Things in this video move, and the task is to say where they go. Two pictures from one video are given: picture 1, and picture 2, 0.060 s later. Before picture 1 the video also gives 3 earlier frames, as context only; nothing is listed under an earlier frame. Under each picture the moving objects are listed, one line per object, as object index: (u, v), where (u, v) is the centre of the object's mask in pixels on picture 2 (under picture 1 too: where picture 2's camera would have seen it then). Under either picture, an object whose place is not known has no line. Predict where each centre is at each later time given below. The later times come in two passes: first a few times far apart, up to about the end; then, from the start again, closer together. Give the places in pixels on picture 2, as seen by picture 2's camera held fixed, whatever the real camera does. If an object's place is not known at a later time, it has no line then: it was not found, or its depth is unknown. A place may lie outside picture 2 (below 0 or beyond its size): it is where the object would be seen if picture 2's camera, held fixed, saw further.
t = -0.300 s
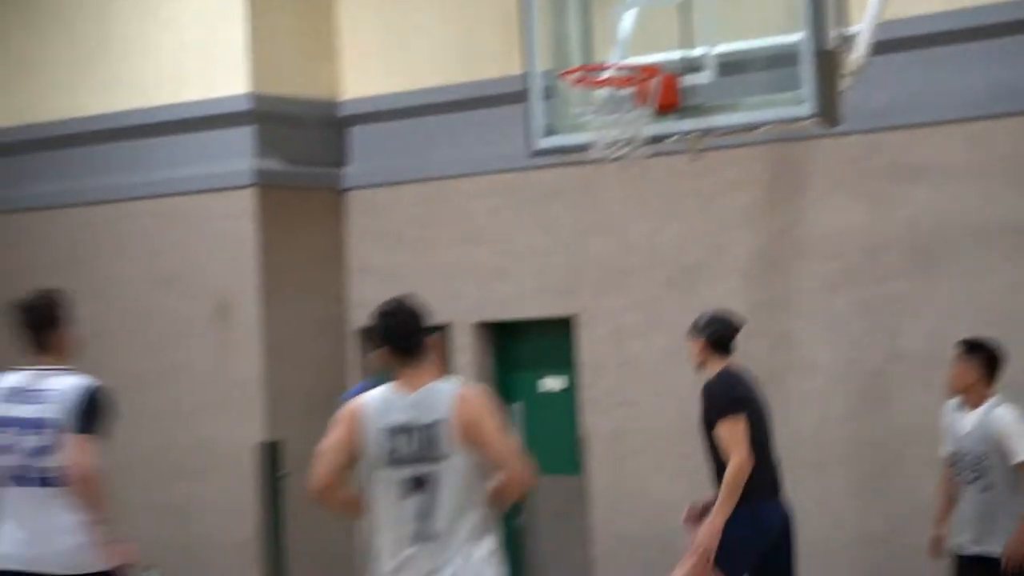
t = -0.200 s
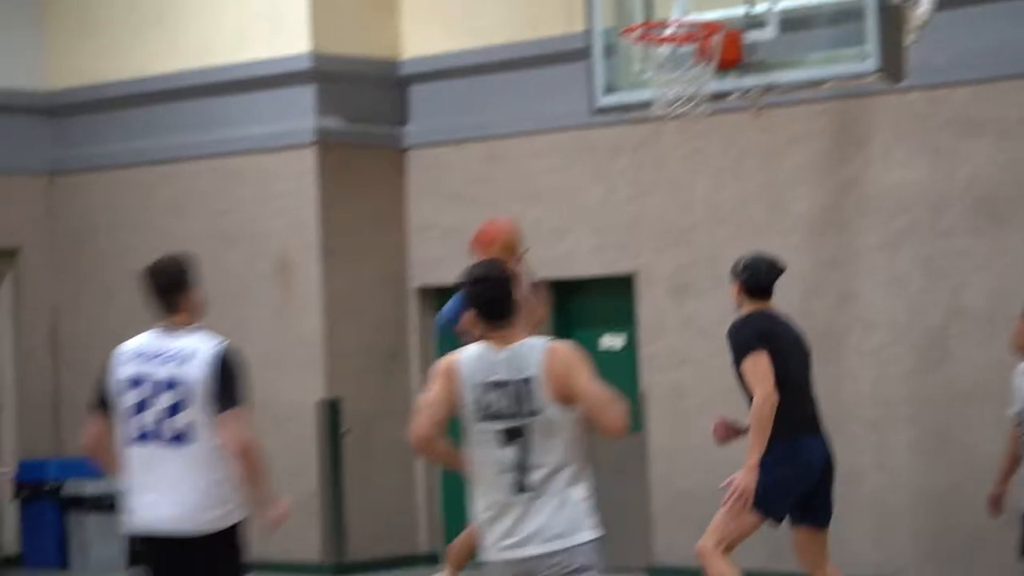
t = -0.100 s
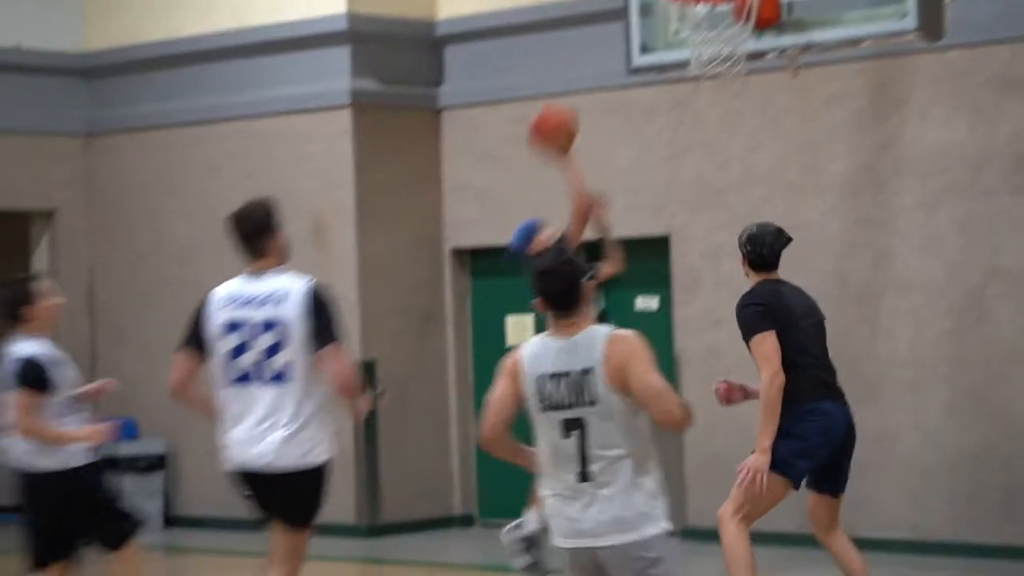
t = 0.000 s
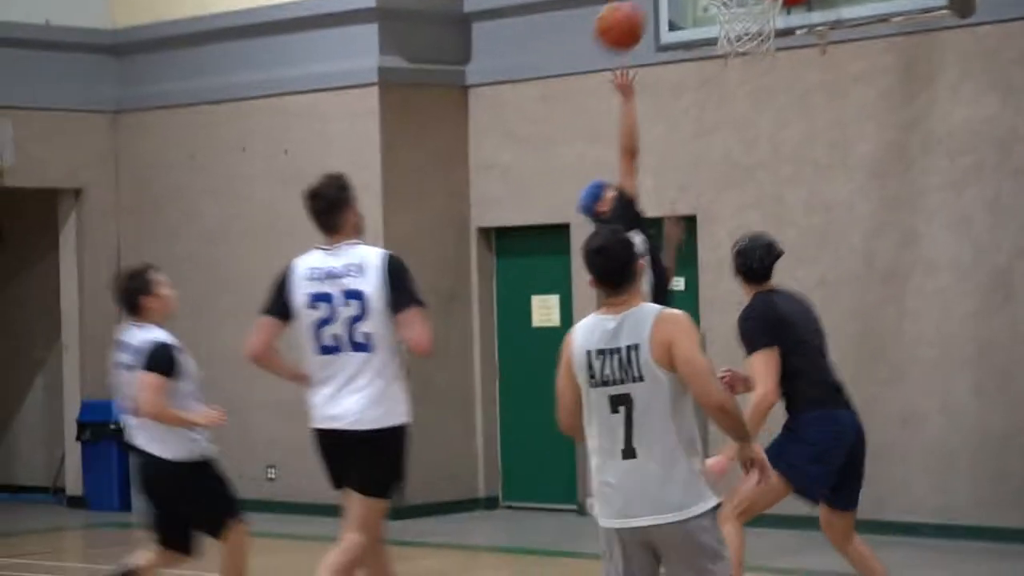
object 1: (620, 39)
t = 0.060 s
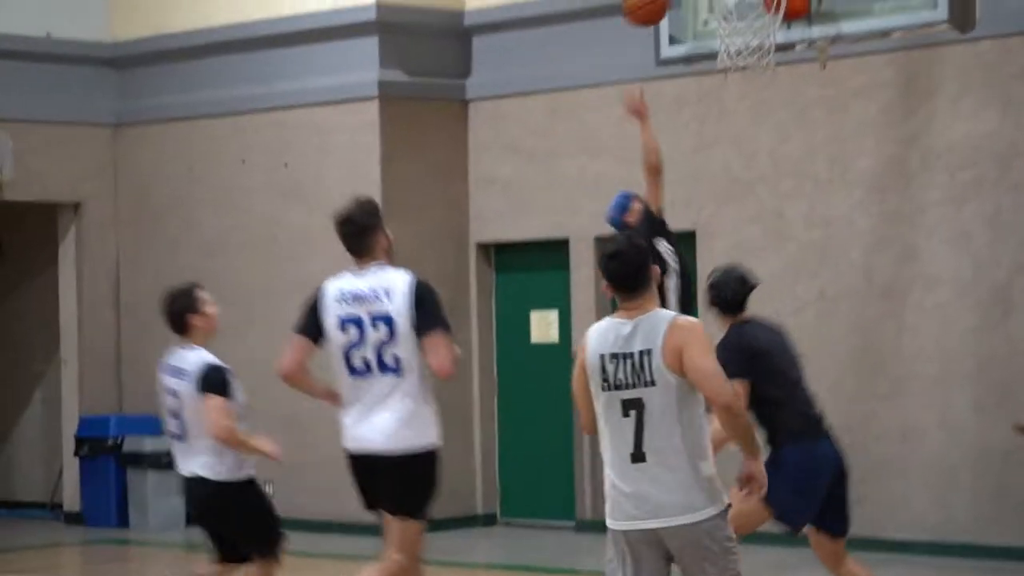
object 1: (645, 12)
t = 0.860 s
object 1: (758, 1)
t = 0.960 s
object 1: (743, 34)
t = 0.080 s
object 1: (654, 2)
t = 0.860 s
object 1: (758, 1)
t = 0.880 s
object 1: (755, 8)
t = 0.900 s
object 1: (751, 15)
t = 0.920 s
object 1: (748, 21)
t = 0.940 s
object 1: (746, 27)
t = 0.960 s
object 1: (743, 34)
